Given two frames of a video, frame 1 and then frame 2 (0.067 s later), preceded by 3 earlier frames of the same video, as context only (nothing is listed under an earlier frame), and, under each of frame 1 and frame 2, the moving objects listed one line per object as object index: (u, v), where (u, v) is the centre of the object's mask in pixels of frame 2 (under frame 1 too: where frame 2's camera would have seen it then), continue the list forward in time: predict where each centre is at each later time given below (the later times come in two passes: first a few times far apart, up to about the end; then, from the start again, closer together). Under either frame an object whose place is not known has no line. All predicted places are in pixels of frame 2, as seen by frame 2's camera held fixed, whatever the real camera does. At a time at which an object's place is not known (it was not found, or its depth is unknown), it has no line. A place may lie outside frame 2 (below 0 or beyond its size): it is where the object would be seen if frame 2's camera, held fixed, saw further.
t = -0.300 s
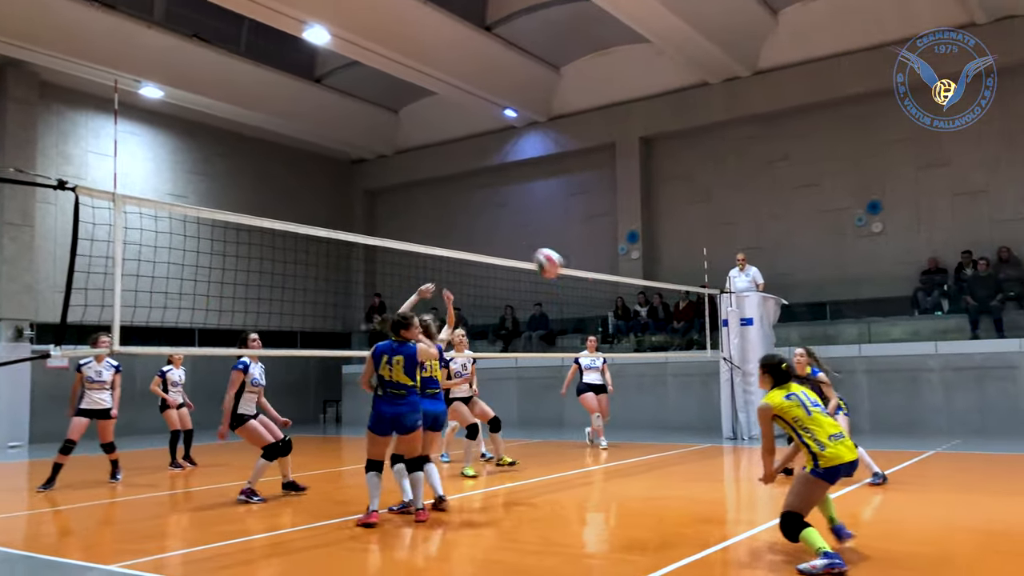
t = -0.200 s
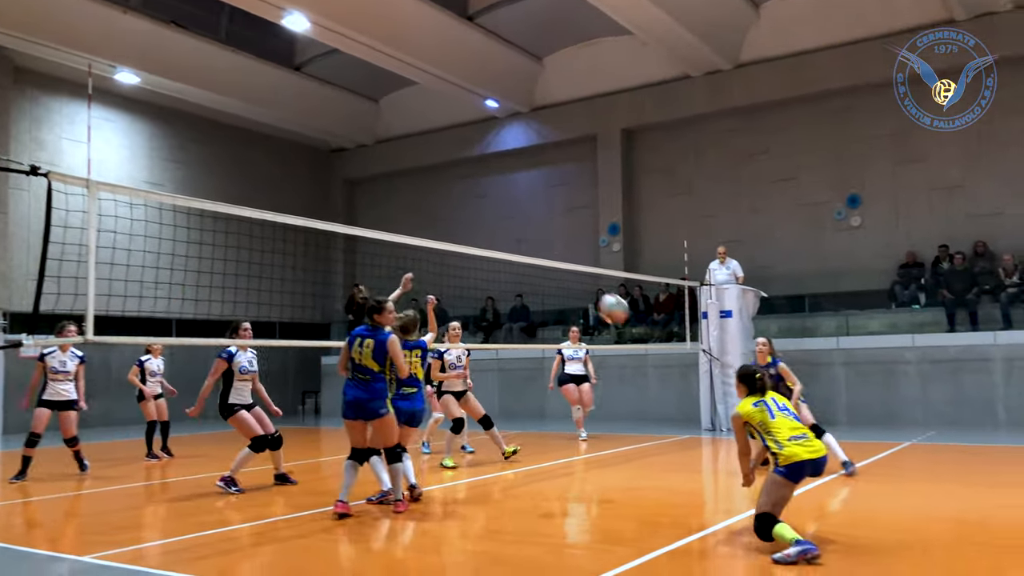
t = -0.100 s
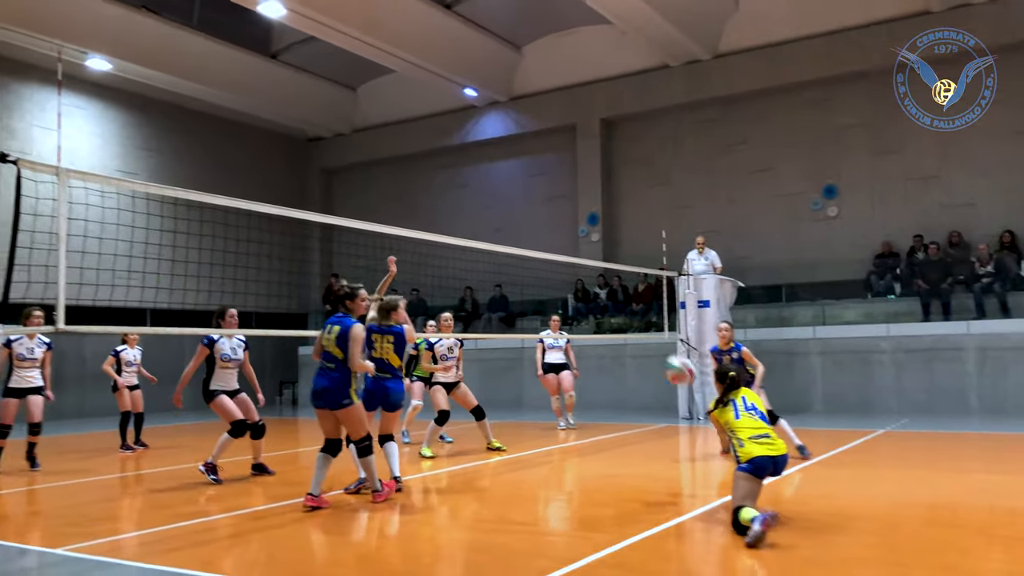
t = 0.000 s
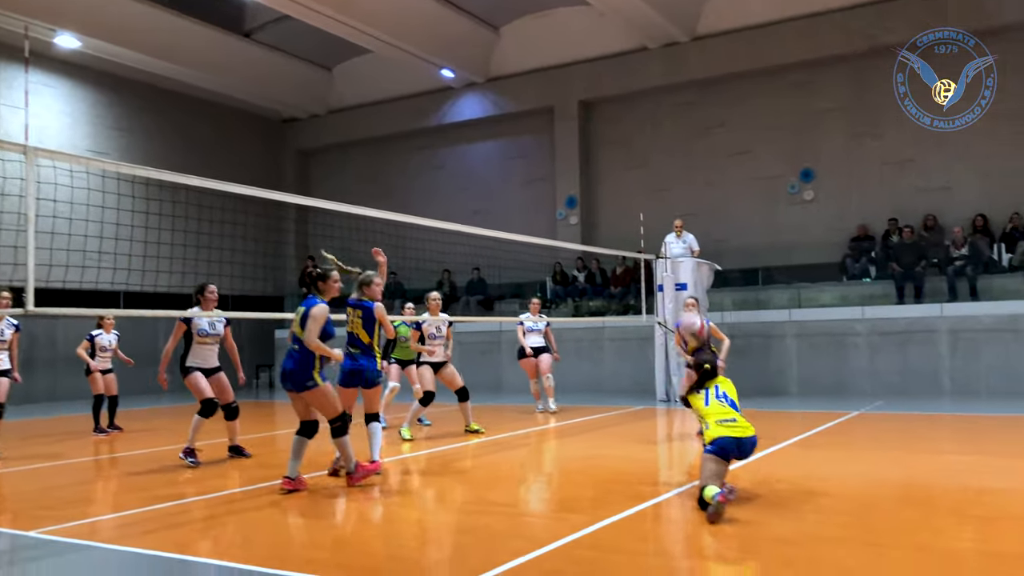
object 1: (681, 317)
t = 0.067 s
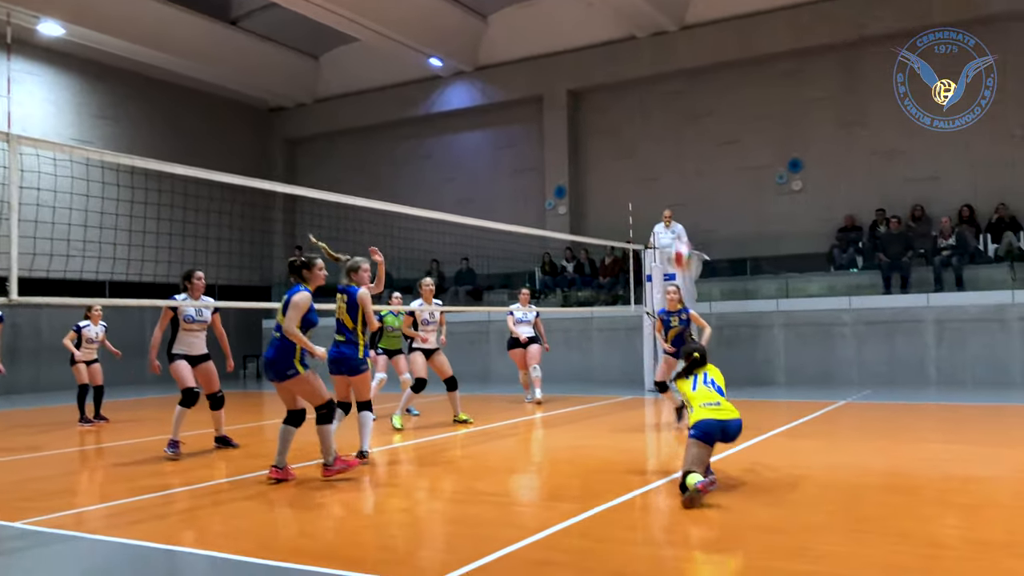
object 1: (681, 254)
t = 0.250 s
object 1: (676, 125)
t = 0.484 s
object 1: (674, 30)
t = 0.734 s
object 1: (675, 10)
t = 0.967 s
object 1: (680, 43)
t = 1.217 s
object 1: (686, 143)
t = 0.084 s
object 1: (680, 240)
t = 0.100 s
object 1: (680, 228)
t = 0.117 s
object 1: (679, 214)
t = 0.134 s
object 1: (679, 202)
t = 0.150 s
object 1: (678, 191)
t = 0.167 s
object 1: (678, 179)
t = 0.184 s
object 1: (678, 166)
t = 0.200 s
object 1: (677, 156)
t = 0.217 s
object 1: (677, 145)
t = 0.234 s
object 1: (677, 134)
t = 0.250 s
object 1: (676, 125)
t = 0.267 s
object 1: (677, 115)
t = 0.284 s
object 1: (677, 106)
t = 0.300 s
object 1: (676, 97)
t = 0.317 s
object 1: (676, 90)
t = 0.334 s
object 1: (676, 82)
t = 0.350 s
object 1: (676, 75)
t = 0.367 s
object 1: (675, 68)
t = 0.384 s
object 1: (675, 61)
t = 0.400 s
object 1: (675, 55)
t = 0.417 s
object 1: (675, 49)
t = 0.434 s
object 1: (674, 44)
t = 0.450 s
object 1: (674, 39)
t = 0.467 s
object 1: (674, 34)
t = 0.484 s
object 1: (674, 30)
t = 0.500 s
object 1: (675, 27)
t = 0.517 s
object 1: (675, 24)
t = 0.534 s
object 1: (674, 22)
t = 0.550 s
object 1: (674, 21)
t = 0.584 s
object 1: (674, 18)
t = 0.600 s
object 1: (674, 18)
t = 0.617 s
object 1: (673, 16)
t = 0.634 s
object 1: (674, 15)
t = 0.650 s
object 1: (675, 13)
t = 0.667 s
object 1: (674, 13)
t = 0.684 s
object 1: (674, 11)
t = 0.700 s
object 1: (674, 11)
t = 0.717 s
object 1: (674, 11)
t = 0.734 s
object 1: (675, 10)
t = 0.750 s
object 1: (676, 9)
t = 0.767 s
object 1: (676, 9)
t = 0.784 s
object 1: (676, 11)
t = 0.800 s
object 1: (677, 11)
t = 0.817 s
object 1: (677, 12)
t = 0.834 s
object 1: (678, 14)
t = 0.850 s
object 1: (678, 17)
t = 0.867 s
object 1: (678, 19)
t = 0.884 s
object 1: (678, 23)
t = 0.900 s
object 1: (679, 26)
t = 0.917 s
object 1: (679, 30)
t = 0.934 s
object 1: (680, 33)
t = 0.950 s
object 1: (680, 38)
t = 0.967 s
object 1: (680, 43)
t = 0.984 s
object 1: (681, 48)
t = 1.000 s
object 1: (681, 53)
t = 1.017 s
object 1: (681, 58)
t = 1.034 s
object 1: (682, 64)
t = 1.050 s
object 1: (682, 70)
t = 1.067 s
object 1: (683, 76)
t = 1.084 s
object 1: (683, 82)
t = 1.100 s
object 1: (683, 89)
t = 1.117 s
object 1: (683, 96)
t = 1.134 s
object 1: (684, 103)
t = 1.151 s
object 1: (685, 110)
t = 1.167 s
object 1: (685, 118)
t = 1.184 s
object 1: (685, 126)
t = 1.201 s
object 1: (686, 134)
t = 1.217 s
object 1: (686, 143)
